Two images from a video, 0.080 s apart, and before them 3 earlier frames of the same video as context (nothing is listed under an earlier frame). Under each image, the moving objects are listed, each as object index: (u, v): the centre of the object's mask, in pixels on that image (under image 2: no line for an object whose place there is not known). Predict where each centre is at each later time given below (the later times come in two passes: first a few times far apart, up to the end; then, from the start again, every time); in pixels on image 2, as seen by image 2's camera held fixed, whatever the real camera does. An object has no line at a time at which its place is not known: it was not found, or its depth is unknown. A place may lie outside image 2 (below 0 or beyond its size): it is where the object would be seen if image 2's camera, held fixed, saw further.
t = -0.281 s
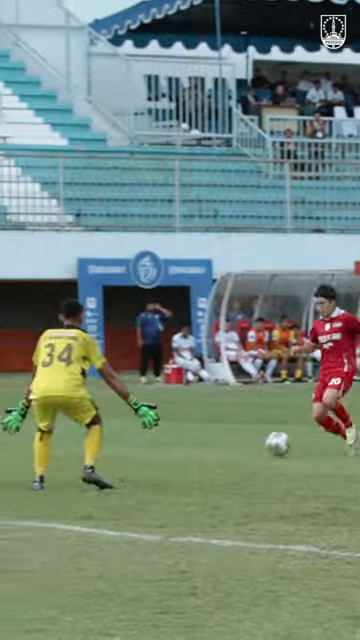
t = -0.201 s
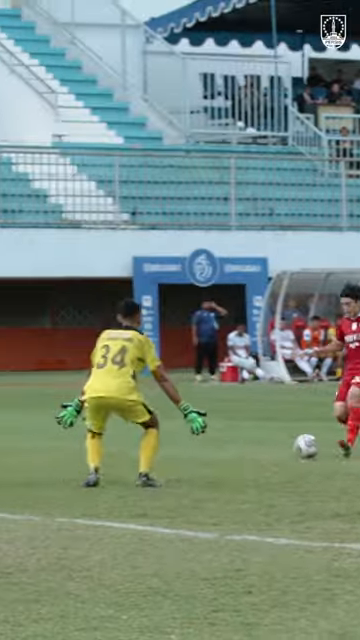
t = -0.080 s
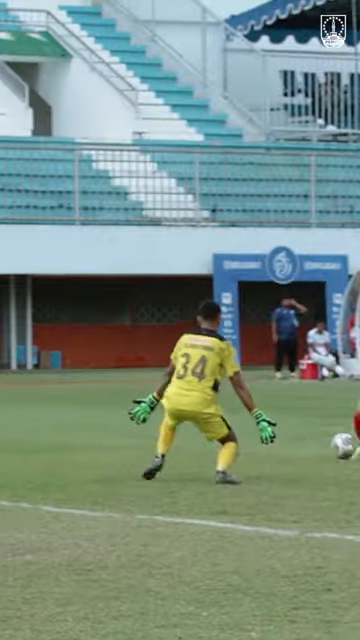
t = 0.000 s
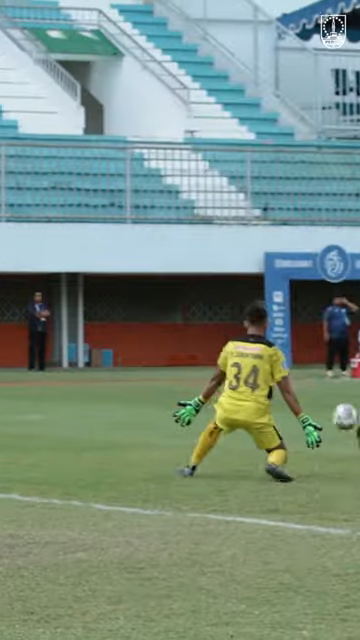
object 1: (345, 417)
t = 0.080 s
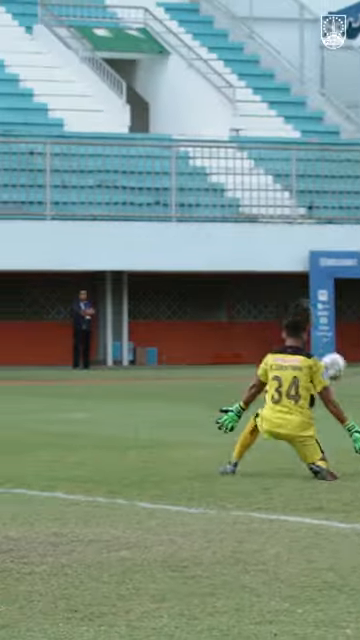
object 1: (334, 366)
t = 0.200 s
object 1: (243, 303)
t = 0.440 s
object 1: (43, 217)
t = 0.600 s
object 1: (-117, 199)
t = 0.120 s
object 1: (307, 345)
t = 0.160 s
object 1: (273, 320)
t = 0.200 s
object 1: (243, 303)
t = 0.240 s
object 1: (212, 285)
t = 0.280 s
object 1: (179, 269)
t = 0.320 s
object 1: (148, 253)
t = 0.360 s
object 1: (113, 240)
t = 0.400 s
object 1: (78, 227)
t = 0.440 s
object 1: (43, 217)
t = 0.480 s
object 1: (3, 209)
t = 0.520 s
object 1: (-35, 204)
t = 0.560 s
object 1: (-76, 201)
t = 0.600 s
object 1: (-117, 199)
